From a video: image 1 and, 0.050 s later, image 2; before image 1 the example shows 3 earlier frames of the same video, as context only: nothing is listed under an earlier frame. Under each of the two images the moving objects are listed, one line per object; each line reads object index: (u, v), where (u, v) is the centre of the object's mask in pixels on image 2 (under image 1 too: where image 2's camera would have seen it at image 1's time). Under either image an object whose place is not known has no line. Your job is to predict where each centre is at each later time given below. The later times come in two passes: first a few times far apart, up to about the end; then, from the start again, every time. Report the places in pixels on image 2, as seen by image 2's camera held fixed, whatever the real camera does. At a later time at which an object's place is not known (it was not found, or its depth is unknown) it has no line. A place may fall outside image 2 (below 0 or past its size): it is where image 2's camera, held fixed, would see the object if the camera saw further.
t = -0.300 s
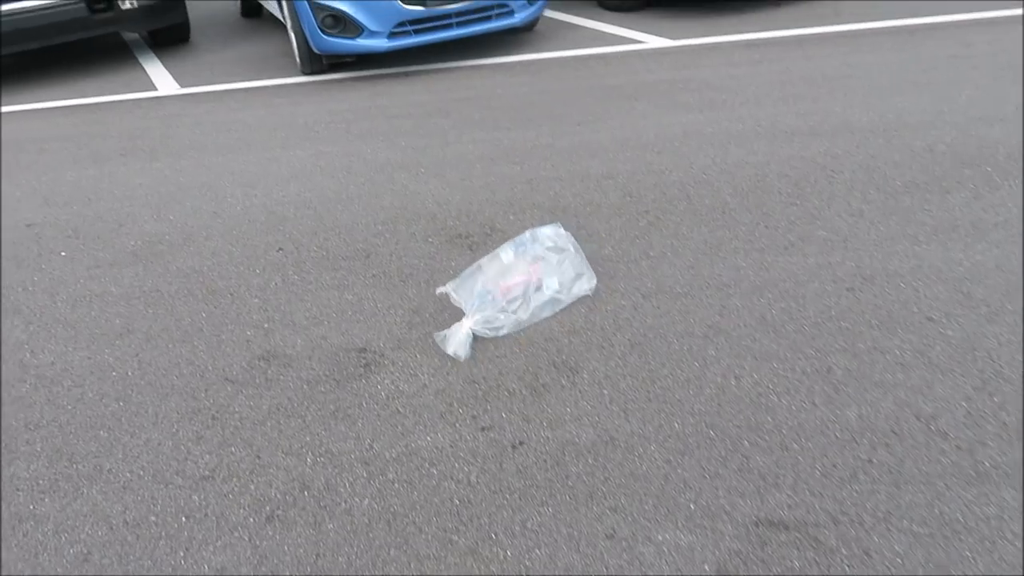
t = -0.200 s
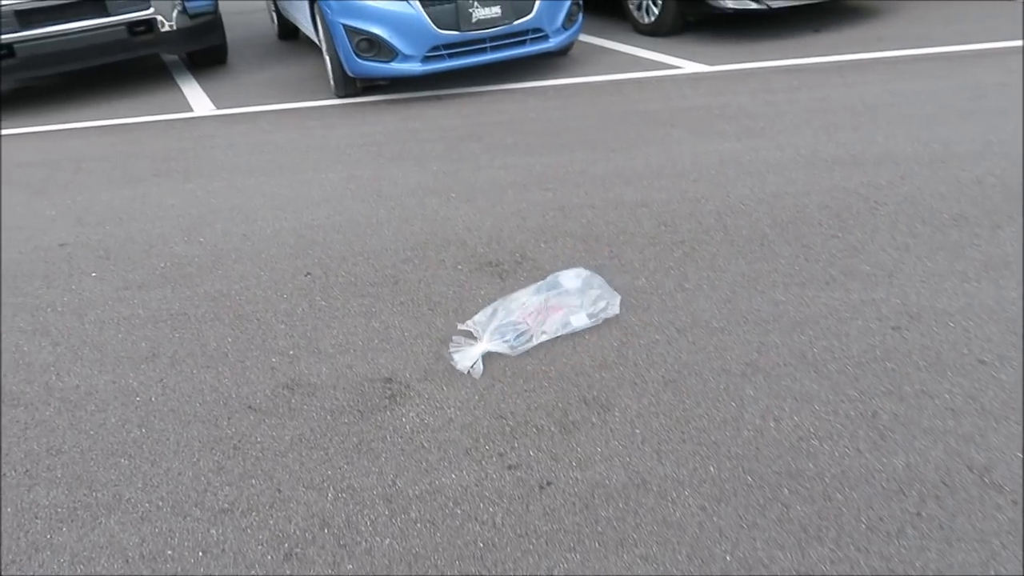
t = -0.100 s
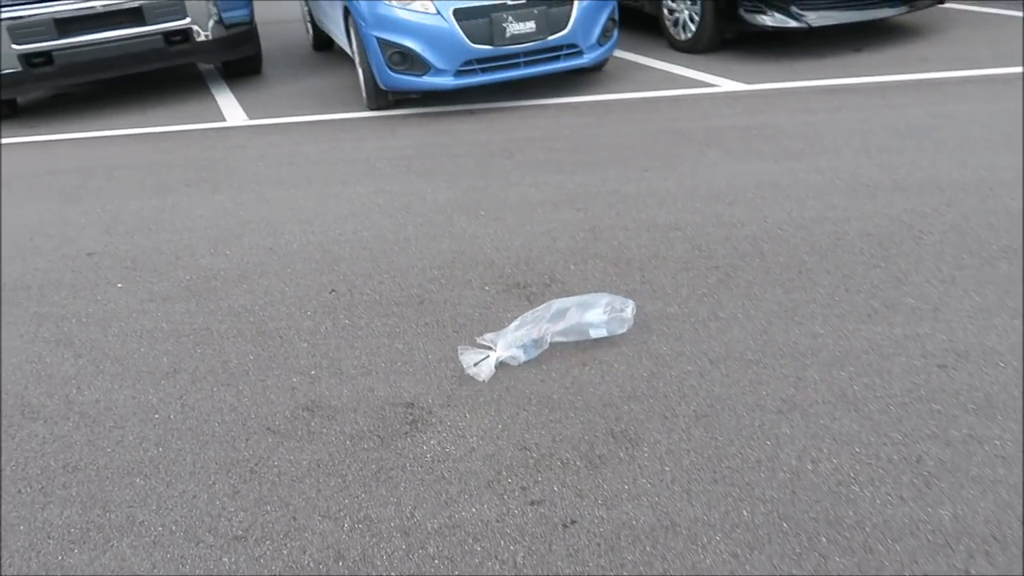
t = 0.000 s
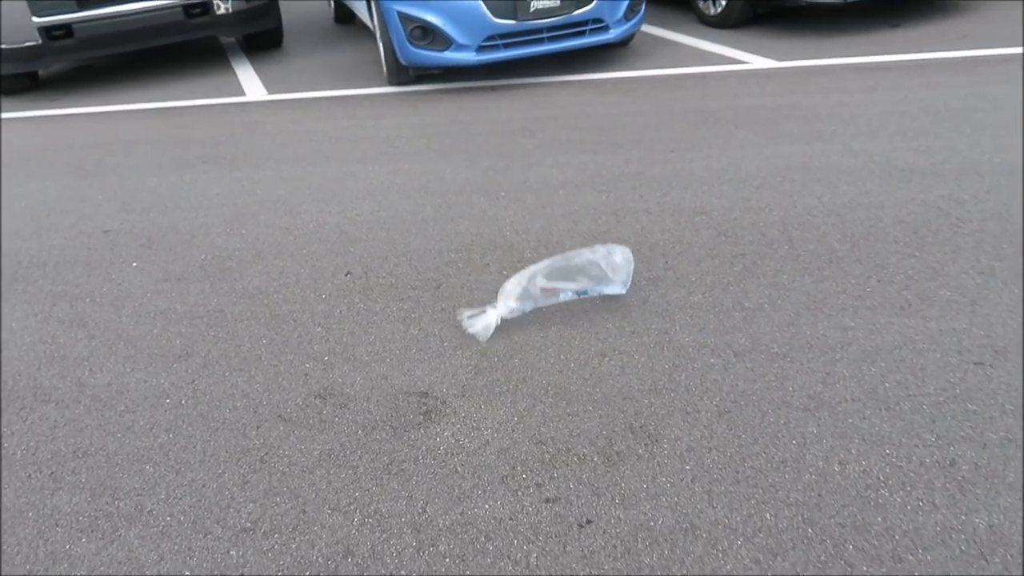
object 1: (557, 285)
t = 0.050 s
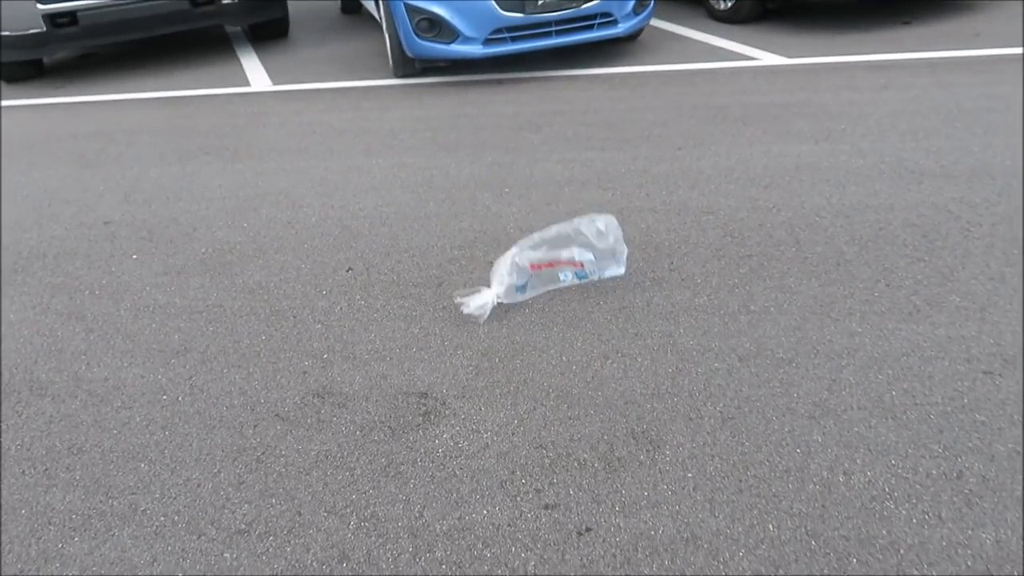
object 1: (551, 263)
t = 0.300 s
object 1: (521, 168)
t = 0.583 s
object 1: (498, 139)
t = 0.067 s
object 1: (548, 255)
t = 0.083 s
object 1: (545, 248)
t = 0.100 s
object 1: (543, 240)
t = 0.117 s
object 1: (540, 233)
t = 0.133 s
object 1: (538, 225)
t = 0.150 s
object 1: (537, 219)
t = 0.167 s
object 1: (535, 211)
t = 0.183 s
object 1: (533, 205)
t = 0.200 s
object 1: (531, 198)
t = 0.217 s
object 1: (529, 192)
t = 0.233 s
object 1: (527, 187)
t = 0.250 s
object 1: (526, 182)
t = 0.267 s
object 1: (524, 177)
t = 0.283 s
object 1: (523, 172)
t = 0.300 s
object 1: (521, 168)
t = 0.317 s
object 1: (519, 165)
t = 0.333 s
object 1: (517, 162)
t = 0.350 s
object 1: (516, 158)
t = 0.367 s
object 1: (514, 155)
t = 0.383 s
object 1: (513, 152)
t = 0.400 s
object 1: (512, 150)
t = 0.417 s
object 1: (510, 148)
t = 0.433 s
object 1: (509, 146)
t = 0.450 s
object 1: (508, 144)
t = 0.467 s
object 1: (506, 142)
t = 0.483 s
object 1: (505, 142)
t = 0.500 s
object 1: (505, 142)
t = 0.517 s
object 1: (503, 141)
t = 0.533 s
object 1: (502, 140)
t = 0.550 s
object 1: (501, 139)
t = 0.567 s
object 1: (499, 139)
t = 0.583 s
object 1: (498, 139)
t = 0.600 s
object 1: (497, 140)
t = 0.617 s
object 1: (495, 140)
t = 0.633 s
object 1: (494, 140)
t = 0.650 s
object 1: (493, 140)
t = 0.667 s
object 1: (491, 140)
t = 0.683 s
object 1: (489, 140)
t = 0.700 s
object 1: (487, 140)
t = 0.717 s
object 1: (484, 141)
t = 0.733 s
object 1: (481, 142)
